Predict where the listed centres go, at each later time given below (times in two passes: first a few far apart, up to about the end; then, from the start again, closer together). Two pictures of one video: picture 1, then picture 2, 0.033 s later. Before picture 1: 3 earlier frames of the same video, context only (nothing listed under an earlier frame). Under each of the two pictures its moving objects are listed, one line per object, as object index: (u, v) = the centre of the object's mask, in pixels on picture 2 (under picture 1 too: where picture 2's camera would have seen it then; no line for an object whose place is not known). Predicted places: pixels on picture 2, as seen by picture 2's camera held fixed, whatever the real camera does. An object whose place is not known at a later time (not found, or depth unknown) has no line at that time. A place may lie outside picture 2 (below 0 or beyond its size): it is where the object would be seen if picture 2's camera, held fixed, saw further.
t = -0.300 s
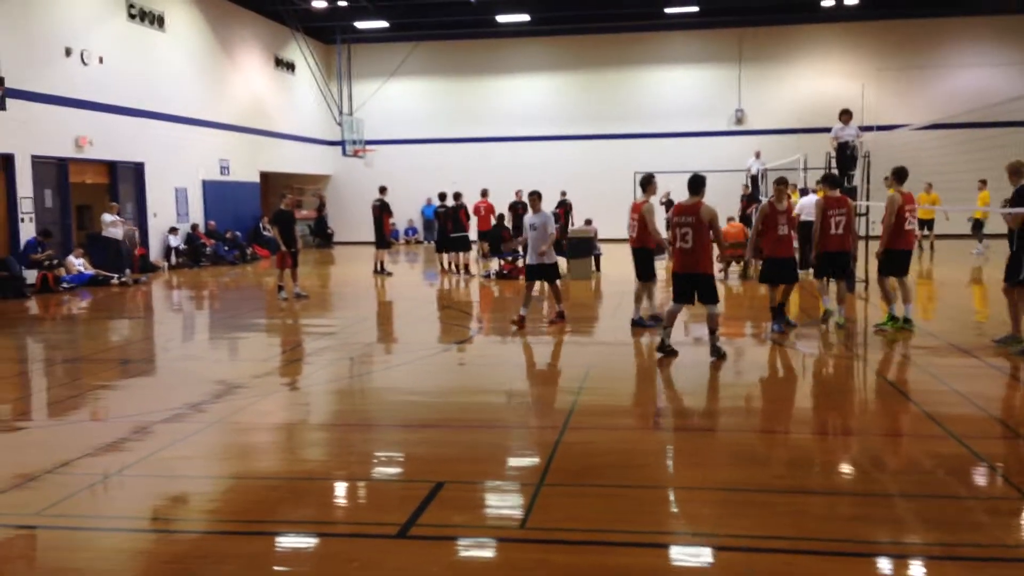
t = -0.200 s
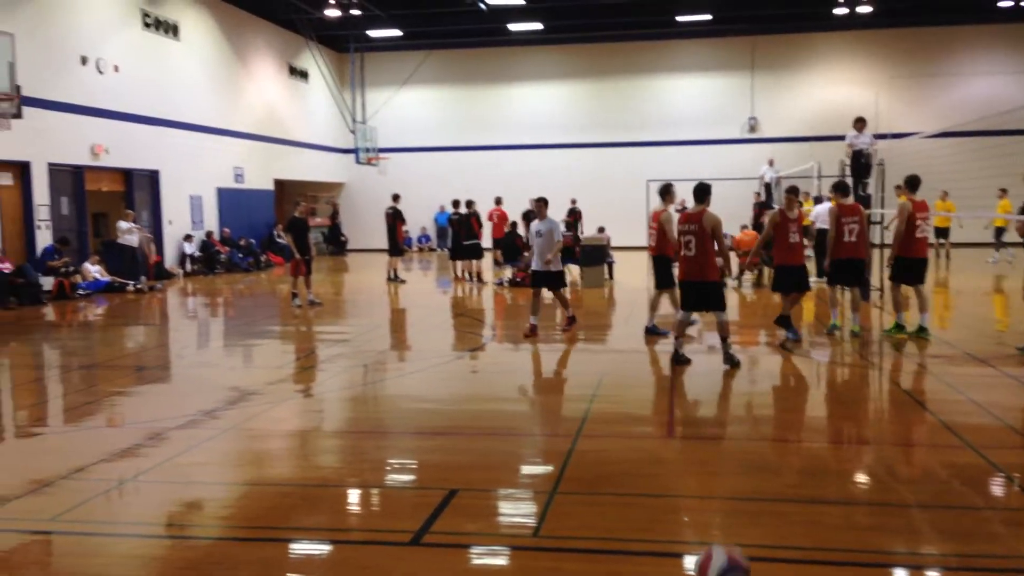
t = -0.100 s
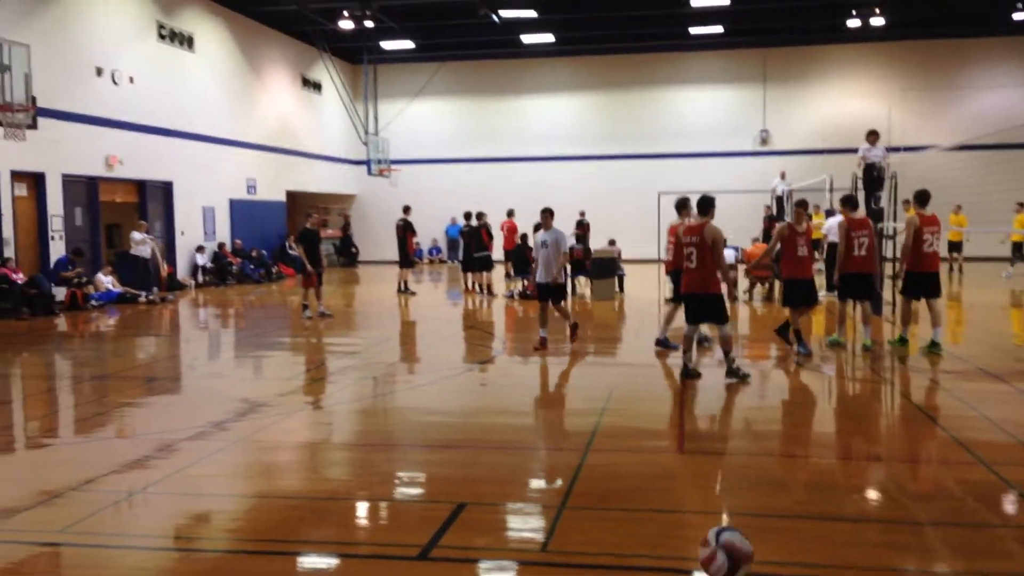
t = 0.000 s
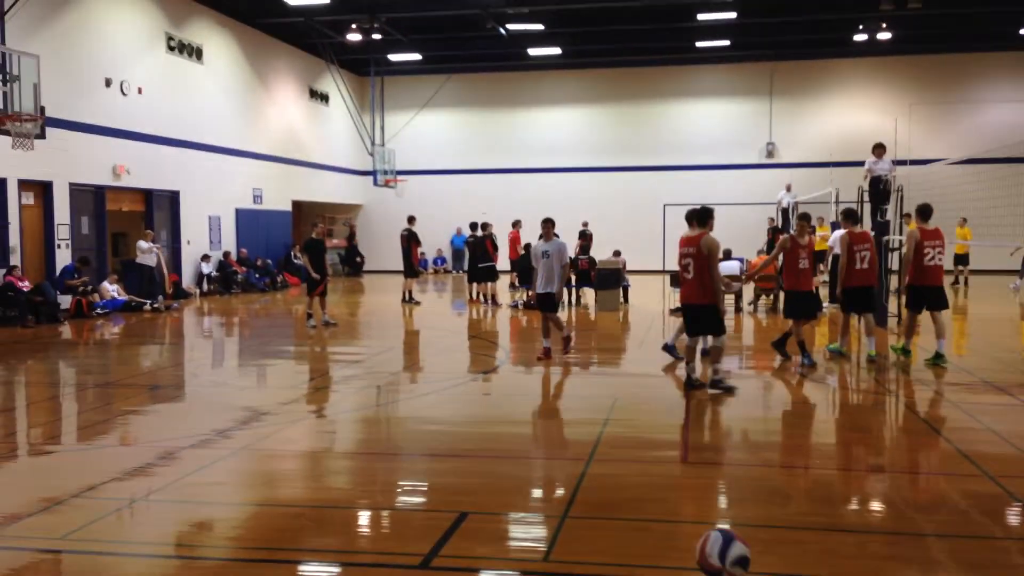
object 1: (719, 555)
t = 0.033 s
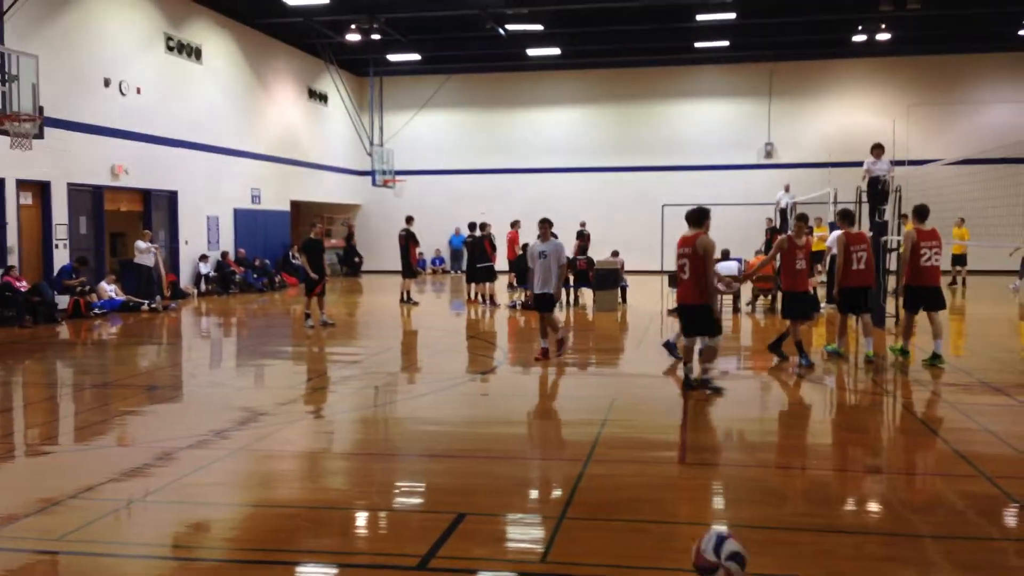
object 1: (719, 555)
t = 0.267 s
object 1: (706, 546)
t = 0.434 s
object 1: (699, 525)
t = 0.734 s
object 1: (688, 518)
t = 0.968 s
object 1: (682, 521)
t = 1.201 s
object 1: (675, 495)
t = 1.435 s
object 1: (669, 487)
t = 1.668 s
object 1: (660, 481)
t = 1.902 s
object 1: (650, 475)
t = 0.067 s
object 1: (717, 554)
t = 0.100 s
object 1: (715, 555)
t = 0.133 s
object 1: (715, 556)
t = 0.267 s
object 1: (706, 546)
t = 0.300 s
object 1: (704, 538)
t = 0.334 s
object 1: (703, 534)
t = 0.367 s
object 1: (701, 528)
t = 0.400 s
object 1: (701, 526)
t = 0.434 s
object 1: (699, 525)
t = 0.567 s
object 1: (694, 533)
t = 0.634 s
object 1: (692, 535)
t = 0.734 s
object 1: (688, 518)
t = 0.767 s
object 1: (686, 513)
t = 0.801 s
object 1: (686, 510)
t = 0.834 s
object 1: (685, 509)
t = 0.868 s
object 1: (684, 511)
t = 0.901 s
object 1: (684, 514)
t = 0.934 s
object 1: (682, 518)
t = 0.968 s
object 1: (682, 521)
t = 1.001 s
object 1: (680, 521)
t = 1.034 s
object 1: (679, 516)
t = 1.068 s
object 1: (679, 507)
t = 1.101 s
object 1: (678, 502)
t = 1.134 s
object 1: (677, 498)
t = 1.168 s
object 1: (676, 496)
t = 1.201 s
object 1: (675, 495)
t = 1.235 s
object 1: (674, 496)
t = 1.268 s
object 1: (673, 498)
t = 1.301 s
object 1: (671, 506)
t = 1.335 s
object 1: (671, 507)
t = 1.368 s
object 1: (670, 498)
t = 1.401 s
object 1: (670, 492)
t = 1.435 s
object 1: (669, 487)
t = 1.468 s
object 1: (667, 484)
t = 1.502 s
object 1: (666, 482)
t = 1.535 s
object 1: (665, 482)
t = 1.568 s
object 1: (663, 486)
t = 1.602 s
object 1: (662, 492)
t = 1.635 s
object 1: (661, 490)
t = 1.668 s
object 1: (660, 481)
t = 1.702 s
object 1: (659, 477)
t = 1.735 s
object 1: (658, 473)
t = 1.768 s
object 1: (657, 472)
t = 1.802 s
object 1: (656, 472)
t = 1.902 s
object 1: (650, 475)
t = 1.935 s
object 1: (650, 470)
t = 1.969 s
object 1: (648, 466)
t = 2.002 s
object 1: (648, 464)
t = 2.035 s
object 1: (647, 463)
